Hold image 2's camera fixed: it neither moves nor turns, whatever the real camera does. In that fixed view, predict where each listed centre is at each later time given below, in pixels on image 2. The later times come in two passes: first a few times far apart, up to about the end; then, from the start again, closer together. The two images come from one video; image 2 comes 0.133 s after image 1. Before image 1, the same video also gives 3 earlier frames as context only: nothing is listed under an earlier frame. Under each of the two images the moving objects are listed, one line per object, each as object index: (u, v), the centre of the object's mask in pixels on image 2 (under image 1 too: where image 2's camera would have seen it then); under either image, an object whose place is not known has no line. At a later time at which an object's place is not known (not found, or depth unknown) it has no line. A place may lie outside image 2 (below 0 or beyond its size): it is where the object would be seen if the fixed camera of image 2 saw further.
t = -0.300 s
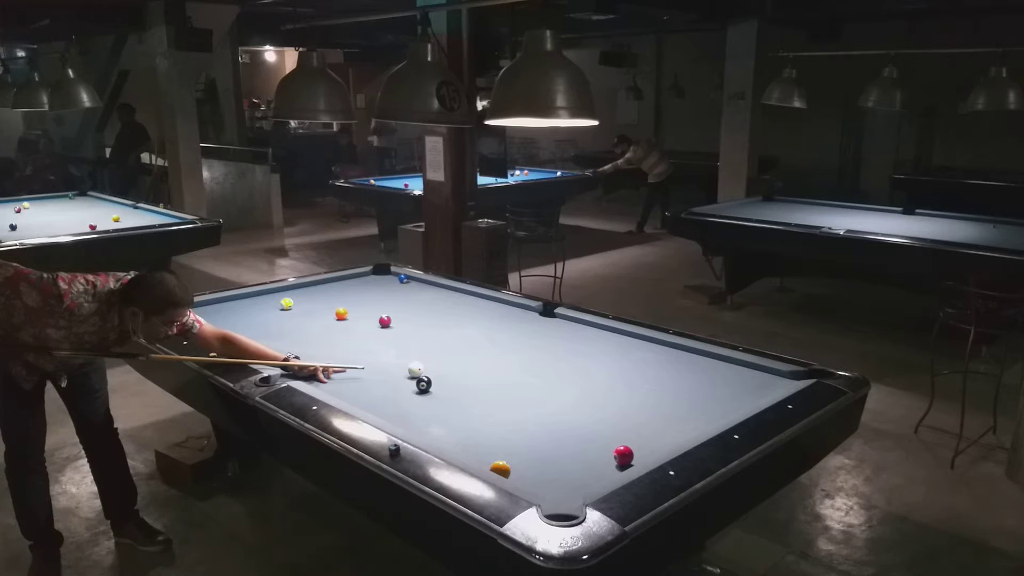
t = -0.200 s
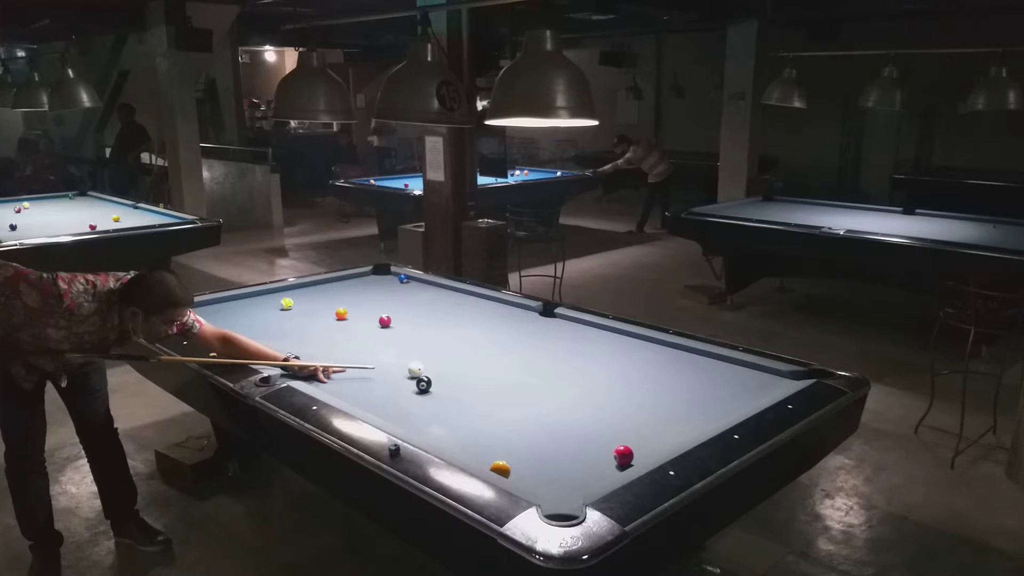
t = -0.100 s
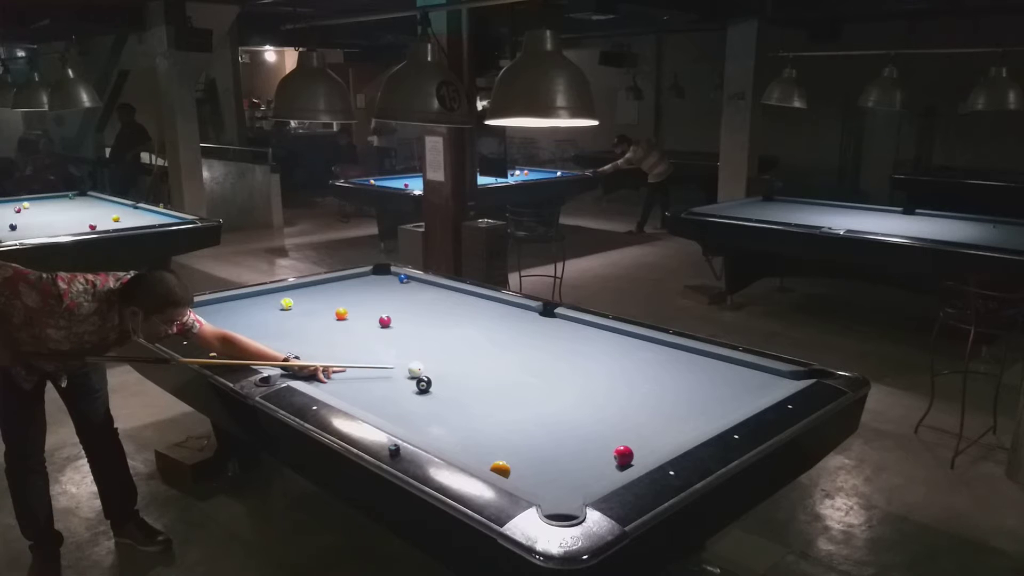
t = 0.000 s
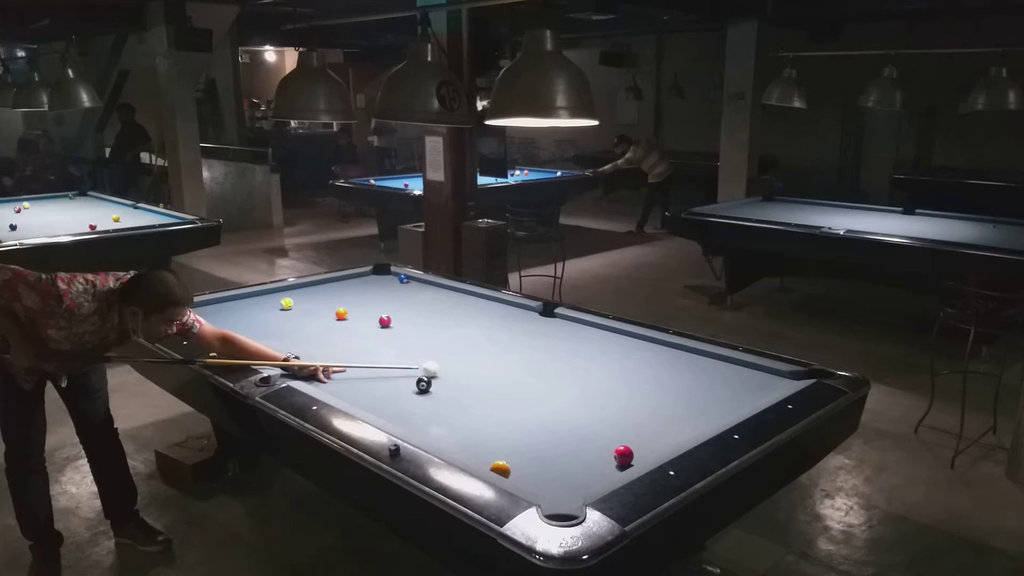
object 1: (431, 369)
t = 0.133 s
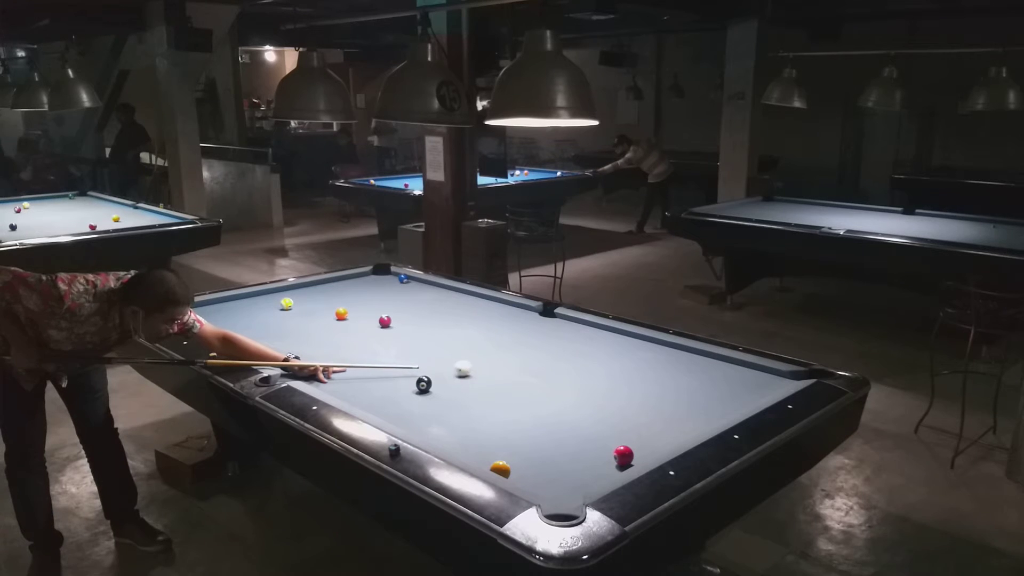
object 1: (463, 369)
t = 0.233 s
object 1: (486, 369)
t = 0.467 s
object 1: (539, 367)
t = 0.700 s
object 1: (590, 366)
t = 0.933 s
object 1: (639, 365)
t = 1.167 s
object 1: (687, 364)
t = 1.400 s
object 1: (734, 364)
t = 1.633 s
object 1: (742, 370)
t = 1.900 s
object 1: (745, 377)
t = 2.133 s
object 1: (749, 384)
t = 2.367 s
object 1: (752, 390)
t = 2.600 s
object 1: (754, 395)
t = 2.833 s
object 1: (753, 397)
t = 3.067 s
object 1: (747, 399)
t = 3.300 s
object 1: (742, 400)
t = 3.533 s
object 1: (739, 401)
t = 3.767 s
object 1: (737, 401)
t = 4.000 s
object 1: (736, 401)
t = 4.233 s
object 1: (736, 401)
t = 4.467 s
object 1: (736, 401)
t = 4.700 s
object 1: (736, 401)
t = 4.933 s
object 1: (735, 401)
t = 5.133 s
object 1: (736, 401)
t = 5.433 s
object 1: (735, 398)
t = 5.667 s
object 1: (736, 400)
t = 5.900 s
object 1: (736, 401)
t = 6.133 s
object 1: (736, 401)
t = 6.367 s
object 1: (736, 401)
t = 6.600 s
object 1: (736, 401)
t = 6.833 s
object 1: (736, 401)
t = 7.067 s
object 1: (736, 401)
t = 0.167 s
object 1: (470, 369)
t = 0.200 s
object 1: (479, 369)
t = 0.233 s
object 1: (486, 369)
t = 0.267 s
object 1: (494, 369)
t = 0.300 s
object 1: (501, 368)
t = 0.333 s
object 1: (509, 368)
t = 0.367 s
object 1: (517, 368)
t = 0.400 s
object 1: (524, 367)
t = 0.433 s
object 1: (532, 368)
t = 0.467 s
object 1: (539, 367)
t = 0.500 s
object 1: (546, 367)
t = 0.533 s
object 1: (554, 367)
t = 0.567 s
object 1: (561, 367)
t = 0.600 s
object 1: (568, 367)
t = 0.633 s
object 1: (576, 367)
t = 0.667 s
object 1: (583, 366)
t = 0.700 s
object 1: (590, 366)
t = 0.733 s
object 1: (597, 366)
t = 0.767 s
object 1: (604, 366)
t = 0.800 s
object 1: (611, 366)
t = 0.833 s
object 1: (619, 366)
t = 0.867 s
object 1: (626, 365)
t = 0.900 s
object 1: (633, 365)
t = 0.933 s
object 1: (639, 365)
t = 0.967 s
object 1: (647, 365)
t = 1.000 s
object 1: (653, 365)
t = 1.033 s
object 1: (660, 365)
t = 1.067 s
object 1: (667, 365)
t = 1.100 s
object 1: (674, 365)
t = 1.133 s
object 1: (681, 365)
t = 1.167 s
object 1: (687, 364)
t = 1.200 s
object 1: (694, 364)
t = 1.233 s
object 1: (701, 364)
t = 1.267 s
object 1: (707, 364)
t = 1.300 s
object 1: (714, 364)
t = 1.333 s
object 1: (721, 364)
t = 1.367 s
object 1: (727, 363)
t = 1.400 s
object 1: (734, 364)
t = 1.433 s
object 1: (739, 364)
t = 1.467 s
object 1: (739, 365)
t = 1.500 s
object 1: (740, 366)
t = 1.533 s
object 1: (740, 367)
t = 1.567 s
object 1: (741, 368)
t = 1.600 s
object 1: (741, 369)
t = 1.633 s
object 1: (742, 370)
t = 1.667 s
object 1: (742, 371)
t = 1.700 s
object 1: (743, 372)
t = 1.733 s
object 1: (743, 372)
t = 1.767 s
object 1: (744, 374)
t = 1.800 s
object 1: (744, 374)
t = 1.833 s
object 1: (745, 375)
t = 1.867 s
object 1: (745, 376)
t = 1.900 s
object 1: (745, 377)
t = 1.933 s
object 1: (746, 378)
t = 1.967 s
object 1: (746, 379)
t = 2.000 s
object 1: (747, 380)
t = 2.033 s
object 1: (747, 381)
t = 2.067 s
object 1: (748, 382)
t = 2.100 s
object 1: (748, 383)
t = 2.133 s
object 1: (749, 384)
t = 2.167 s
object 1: (749, 385)
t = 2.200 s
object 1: (749, 385)
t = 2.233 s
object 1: (750, 386)
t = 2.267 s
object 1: (750, 387)
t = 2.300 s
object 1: (751, 388)
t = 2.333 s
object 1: (751, 389)
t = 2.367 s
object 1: (752, 390)
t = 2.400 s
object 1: (752, 391)
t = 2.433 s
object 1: (752, 392)
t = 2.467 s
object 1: (753, 392)
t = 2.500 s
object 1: (753, 393)
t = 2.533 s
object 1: (753, 394)
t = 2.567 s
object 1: (754, 394)
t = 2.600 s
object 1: (754, 395)
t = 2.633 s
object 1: (754, 395)
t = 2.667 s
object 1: (754, 395)
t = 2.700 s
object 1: (755, 396)
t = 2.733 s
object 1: (755, 396)
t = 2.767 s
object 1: (755, 397)
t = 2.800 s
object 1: (754, 397)
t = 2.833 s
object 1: (753, 397)
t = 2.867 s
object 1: (752, 397)
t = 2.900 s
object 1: (751, 397)
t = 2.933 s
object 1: (750, 398)
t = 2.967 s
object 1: (749, 398)
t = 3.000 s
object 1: (749, 398)
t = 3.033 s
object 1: (748, 399)
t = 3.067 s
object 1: (747, 399)
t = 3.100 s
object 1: (746, 399)
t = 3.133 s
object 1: (745, 399)
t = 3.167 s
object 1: (745, 399)
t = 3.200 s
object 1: (744, 399)
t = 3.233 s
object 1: (743, 400)
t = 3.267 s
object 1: (743, 400)
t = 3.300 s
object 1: (742, 400)
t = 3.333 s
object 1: (742, 400)
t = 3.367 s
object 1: (741, 400)
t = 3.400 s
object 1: (741, 400)
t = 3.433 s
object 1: (740, 400)
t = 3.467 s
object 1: (740, 400)
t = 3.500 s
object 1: (739, 401)
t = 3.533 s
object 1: (739, 401)
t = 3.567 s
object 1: (738, 401)
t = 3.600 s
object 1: (738, 401)
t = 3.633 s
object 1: (738, 401)
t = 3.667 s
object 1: (737, 401)
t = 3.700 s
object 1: (737, 401)
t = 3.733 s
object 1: (737, 401)
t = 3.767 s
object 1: (737, 401)
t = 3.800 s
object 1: (737, 401)
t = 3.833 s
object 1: (737, 401)
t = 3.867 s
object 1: (736, 401)
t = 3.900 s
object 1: (736, 401)
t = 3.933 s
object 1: (736, 401)
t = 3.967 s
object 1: (736, 401)
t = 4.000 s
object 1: (736, 401)
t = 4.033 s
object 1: (736, 401)
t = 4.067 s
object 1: (736, 401)
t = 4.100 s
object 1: (736, 401)
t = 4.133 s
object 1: (736, 401)
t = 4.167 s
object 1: (736, 401)
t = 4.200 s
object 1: (736, 401)
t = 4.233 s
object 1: (736, 401)
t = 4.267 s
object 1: (736, 401)
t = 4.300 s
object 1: (736, 401)
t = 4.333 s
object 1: (736, 401)
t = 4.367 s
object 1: (736, 401)
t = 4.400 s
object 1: (736, 401)
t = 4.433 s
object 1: (736, 401)
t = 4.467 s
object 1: (736, 401)
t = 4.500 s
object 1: (736, 401)
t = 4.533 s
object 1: (736, 401)
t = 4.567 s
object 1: (736, 401)
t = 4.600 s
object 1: (736, 401)
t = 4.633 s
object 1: (736, 401)
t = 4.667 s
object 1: (736, 401)
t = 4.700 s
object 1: (736, 401)
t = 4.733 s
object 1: (736, 401)
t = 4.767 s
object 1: (736, 401)
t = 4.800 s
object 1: (736, 401)
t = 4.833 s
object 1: (736, 401)
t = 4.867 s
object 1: (736, 401)
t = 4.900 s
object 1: (736, 401)
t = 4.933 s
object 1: (735, 401)
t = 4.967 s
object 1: (736, 401)
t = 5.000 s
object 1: (736, 401)
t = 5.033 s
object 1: (736, 401)
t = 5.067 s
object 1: (736, 401)
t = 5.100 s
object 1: (736, 401)
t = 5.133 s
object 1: (736, 401)
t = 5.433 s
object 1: (735, 398)
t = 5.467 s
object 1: (736, 401)
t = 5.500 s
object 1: (736, 401)
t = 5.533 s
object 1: (736, 401)
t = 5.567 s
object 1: (736, 401)
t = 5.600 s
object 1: (736, 401)
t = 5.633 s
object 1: (736, 400)
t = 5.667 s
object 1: (736, 400)
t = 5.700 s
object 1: (736, 401)
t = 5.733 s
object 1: (736, 401)
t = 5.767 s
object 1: (736, 401)
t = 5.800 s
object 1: (736, 401)
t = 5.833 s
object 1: (736, 401)
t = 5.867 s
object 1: (736, 401)
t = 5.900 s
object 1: (736, 401)
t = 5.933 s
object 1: (736, 401)
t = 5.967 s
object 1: (736, 401)
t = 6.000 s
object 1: (736, 401)
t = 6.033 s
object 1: (736, 401)
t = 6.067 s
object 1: (736, 401)
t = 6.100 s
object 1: (736, 401)
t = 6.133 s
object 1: (736, 401)
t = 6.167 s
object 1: (736, 401)
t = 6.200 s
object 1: (736, 401)
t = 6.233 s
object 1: (736, 401)
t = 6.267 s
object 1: (736, 401)
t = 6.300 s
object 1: (736, 401)
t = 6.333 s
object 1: (736, 401)
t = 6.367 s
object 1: (736, 401)
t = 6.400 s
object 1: (736, 401)
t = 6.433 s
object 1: (736, 401)
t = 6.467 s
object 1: (736, 401)
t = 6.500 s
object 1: (736, 401)
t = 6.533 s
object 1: (736, 401)
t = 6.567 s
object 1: (736, 401)
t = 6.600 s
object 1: (736, 401)
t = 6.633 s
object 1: (736, 401)
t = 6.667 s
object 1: (736, 401)
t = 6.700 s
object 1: (736, 401)
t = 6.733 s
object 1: (736, 401)
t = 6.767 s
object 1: (736, 401)
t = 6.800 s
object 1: (736, 401)
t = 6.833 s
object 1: (736, 401)
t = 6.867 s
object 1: (736, 401)
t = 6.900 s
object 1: (736, 401)
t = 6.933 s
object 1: (736, 401)
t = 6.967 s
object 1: (736, 401)
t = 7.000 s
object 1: (736, 401)
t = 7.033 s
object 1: (736, 401)
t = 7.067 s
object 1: (736, 401)
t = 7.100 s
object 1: (736, 401)
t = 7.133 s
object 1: (736, 401)
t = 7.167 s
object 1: (736, 401)
